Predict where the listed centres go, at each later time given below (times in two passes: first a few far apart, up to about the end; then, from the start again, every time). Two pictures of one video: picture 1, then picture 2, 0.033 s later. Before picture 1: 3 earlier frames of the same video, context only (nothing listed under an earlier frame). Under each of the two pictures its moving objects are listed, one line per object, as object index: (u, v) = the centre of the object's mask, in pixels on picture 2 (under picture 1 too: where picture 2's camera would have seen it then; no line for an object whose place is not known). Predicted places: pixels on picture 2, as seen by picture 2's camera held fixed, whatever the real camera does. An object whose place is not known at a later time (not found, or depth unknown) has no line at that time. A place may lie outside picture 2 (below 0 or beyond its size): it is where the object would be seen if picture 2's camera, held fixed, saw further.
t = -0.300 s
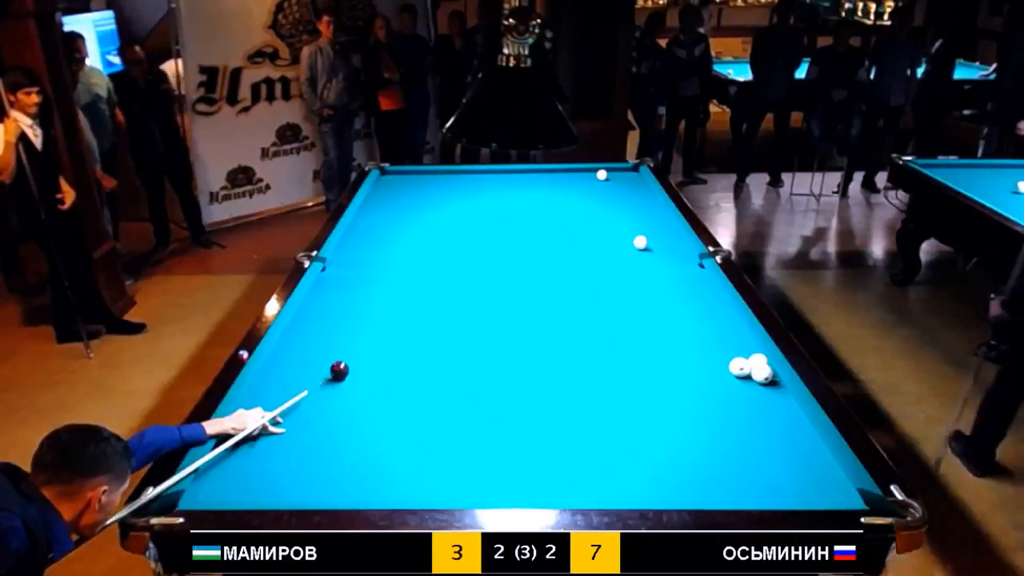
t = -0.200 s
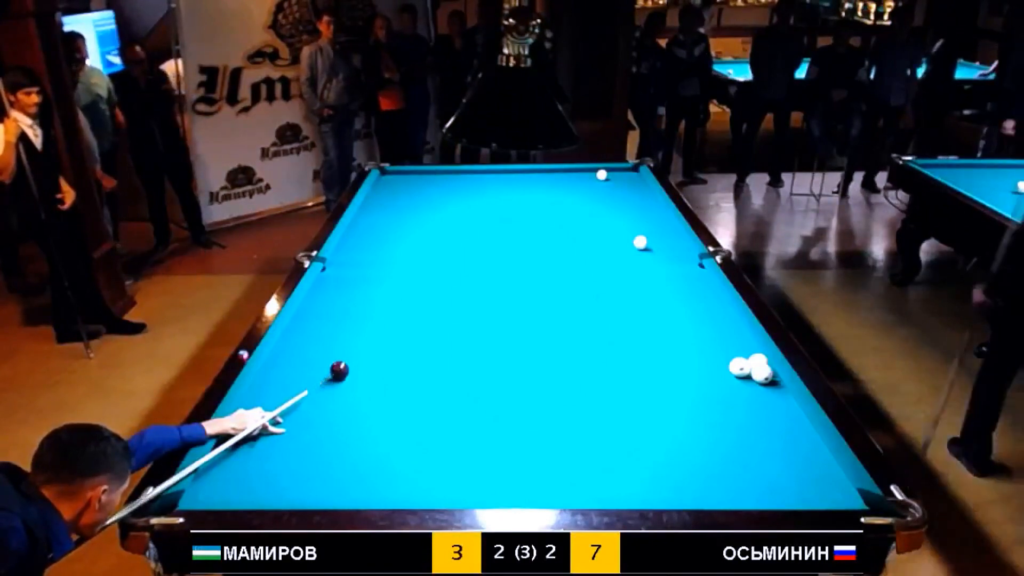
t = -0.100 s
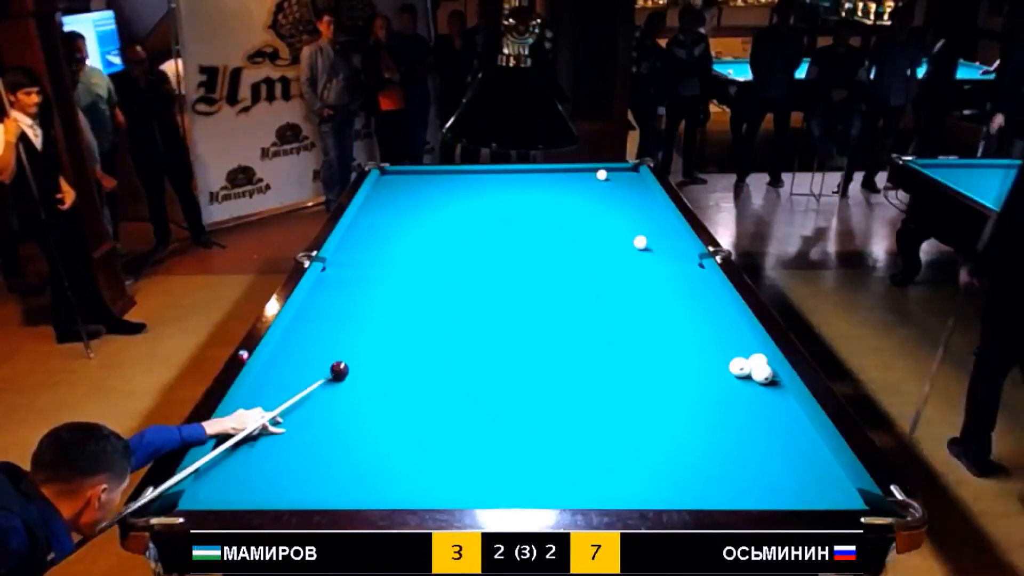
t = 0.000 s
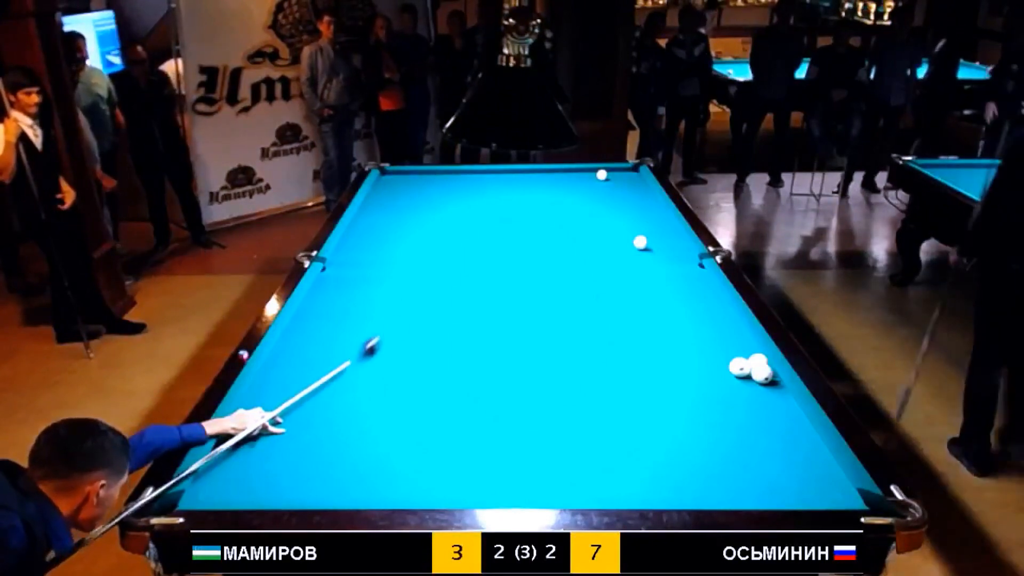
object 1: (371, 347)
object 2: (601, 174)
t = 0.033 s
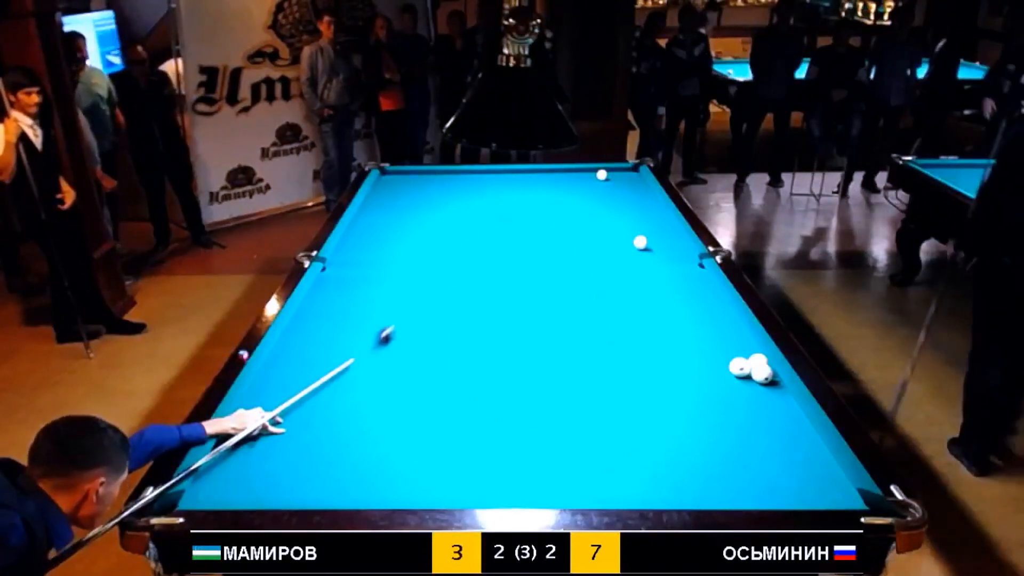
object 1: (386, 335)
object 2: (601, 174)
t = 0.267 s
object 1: (461, 279)
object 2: (601, 174)
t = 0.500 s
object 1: (512, 240)
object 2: (601, 174)
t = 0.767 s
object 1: (557, 206)
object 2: (601, 174)
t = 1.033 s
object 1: (591, 180)
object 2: (601, 174)
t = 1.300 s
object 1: (578, 170)
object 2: (631, 170)
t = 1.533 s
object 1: (573, 176)
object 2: (617, 175)
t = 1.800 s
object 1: (567, 184)
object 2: (602, 182)
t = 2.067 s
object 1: (562, 191)
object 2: (586, 188)
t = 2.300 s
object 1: (556, 198)
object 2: (571, 194)
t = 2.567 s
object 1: (548, 206)
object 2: (558, 200)
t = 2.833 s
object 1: (537, 214)
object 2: (546, 206)
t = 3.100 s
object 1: (526, 223)
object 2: (534, 213)
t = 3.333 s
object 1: (516, 231)
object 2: (523, 219)
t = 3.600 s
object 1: (504, 241)
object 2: (511, 225)
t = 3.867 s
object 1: (492, 252)
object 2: (499, 231)
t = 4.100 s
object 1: (480, 262)
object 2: (488, 236)
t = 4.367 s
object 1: (467, 273)
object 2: (476, 243)
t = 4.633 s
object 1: (453, 284)
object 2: (464, 249)
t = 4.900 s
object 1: (439, 296)
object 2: (452, 255)
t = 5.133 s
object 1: (426, 308)
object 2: (442, 261)
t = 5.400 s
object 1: (411, 321)
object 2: (430, 267)
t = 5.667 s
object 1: (395, 334)
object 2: (419, 273)
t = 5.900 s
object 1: (380, 346)
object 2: (410, 278)
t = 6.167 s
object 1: (364, 360)
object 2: (399, 284)
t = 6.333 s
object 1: (353, 369)
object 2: (393, 288)
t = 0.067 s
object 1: (399, 325)
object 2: (601, 174)
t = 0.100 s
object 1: (411, 316)
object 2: (601, 174)
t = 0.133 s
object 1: (423, 308)
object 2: (601, 174)
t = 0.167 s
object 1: (434, 300)
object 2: (601, 174)
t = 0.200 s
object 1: (443, 292)
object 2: (601, 174)
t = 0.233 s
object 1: (453, 285)
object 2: (601, 174)
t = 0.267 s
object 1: (461, 279)
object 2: (601, 174)
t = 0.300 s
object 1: (469, 273)
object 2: (601, 174)
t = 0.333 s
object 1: (477, 266)
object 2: (601, 174)
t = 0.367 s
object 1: (485, 261)
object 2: (601, 174)
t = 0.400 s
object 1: (492, 255)
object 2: (601, 174)
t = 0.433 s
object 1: (499, 250)
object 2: (601, 174)
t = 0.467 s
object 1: (505, 245)
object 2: (601, 174)
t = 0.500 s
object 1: (512, 240)
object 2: (601, 174)
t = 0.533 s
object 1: (518, 235)
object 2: (601, 174)
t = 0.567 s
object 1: (524, 230)
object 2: (601, 174)
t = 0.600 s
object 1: (530, 226)
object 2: (601, 174)
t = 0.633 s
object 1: (535, 222)
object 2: (601, 174)
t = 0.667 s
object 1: (541, 218)
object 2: (601, 174)
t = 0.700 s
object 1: (546, 214)
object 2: (601, 174)
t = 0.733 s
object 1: (552, 210)
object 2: (601, 174)
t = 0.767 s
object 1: (557, 206)
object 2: (601, 174)
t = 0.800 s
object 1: (561, 203)
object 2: (601, 174)
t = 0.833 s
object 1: (566, 199)
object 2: (601, 174)
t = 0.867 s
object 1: (571, 196)
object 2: (601, 174)
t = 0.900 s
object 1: (575, 192)
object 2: (601, 174)
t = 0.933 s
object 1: (580, 189)
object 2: (601, 174)
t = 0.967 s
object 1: (584, 186)
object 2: (601, 174)
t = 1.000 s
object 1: (588, 183)
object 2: (601, 174)
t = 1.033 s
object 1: (591, 180)
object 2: (601, 174)
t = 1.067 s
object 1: (593, 177)
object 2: (604, 173)
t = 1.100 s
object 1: (591, 176)
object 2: (610, 172)
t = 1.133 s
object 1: (588, 175)
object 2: (616, 171)
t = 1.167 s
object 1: (585, 174)
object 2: (622, 169)
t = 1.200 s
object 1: (583, 174)
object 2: (628, 168)
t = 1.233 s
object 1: (581, 172)
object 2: (632, 168)
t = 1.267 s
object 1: (579, 170)
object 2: (632, 169)
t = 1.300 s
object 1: (578, 170)
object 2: (631, 170)
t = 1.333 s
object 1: (577, 171)
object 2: (629, 171)
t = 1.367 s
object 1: (576, 172)
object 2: (627, 172)
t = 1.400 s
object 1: (576, 173)
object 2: (625, 172)
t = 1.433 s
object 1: (575, 174)
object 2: (623, 173)
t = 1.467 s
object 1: (574, 174)
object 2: (621, 174)
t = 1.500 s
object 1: (574, 175)
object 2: (619, 175)
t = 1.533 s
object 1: (573, 176)
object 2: (617, 175)
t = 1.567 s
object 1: (572, 177)
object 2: (615, 176)
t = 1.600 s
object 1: (572, 178)
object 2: (613, 177)
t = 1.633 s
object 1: (571, 179)
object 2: (611, 178)
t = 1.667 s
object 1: (570, 180)
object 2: (609, 179)
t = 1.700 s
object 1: (570, 181)
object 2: (607, 179)
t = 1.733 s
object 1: (569, 181)
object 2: (605, 180)
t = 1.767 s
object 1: (568, 182)
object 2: (604, 181)
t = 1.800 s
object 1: (567, 184)
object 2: (602, 182)
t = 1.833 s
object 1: (566, 184)
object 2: (599, 182)
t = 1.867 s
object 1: (566, 185)
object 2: (598, 183)
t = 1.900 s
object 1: (565, 186)
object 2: (595, 184)
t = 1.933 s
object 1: (564, 187)
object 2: (594, 185)
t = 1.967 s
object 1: (564, 188)
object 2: (592, 186)
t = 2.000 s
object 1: (563, 189)
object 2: (590, 186)
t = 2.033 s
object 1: (562, 190)
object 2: (588, 187)
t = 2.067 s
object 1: (562, 191)
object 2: (586, 188)
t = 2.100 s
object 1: (561, 192)
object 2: (583, 189)
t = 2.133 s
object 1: (560, 193)
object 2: (582, 190)
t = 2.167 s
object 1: (559, 194)
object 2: (580, 191)
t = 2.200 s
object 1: (558, 195)
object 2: (578, 192)
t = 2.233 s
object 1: (558, 196)
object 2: (576, 192)
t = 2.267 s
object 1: (557, 197)
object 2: (573, 193)
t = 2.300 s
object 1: (556, 198)
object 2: (571, 194)
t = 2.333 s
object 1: (555, 198)
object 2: (569, 195)
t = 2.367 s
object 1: (555, 199)
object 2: (567, 196)
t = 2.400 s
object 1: (554, 200)
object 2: (565, 196)
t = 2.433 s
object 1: (553, 201)
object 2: (563, 197)
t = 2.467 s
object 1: (552, 203)
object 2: (562, 198)
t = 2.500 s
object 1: (551, 204)
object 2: (561, 199)
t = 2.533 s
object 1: (549, 205)
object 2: (559, 199)
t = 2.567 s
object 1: (548, 206)
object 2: (558, 200)
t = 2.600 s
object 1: (547, 207)
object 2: (556, 200)
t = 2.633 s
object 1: (545, 208)
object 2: (554, 202)
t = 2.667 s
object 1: (544, 209)
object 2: (553, 202)
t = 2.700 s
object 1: (543, 210)
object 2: (552, 203)
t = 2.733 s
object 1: (541, 211)
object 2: (550, 204)
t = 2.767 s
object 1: (540, 212)
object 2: (549, 205)
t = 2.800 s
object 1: (538, 213)
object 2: (547, 206)
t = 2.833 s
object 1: (537, 214)
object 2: (546, 206)
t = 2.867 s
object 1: (536, 216)
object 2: (544, 207)
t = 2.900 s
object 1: (534, 216)
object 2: (543, 208)
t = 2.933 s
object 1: (533, 217)
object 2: (541, 209)
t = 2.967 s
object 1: (532, 219)
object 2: (540, 210)
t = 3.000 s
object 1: (530, 220)
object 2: (538, 211)
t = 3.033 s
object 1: (529, 221)
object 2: (536, 211)
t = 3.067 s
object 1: (528, 222)
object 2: (535, 212)
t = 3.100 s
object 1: (526, 223)
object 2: (534, 213)
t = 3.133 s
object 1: (525, 225)
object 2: (532, 214)
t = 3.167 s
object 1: (523, 226)
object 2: (531, 215)
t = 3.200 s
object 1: (522, 227)
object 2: (529, 215)
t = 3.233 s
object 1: (521, 228)
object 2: (527, 216)
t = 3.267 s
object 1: (519, 229)
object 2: (526, 217)
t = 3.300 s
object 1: (518, 230)
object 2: (524, 218)
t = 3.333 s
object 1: (516, 231)
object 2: (523, 219)
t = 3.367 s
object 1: (515, 233)
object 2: (521, 219)
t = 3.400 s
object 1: (513, 234)
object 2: (520, 220)
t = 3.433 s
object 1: (512, 235)
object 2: (518, 221)
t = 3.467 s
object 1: (510, 236)
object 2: (517, 222)
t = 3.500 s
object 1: (509, 238)
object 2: (515, 223)
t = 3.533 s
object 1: (507, 239)
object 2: (514, 223)
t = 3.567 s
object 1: (505, 240)
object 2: (513, 224)
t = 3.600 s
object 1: (504, 241)
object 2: (511, 225)
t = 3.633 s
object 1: (503, 242)
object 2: (510, 226)
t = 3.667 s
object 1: (501, 244)
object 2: (508, 227)
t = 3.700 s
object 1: (499, 245)
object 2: (507, 227)
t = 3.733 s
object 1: (498, 246)
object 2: (505, 228)
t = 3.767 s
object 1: (496, 248)
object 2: (503, 229)
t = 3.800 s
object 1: (495, 249)
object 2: (502, 229)
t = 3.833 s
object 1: (493, 251)
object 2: (500, 230)
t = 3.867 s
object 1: (492, 252)
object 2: (499, 231)
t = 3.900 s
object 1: (490, 253)
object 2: (497, 232)
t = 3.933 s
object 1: (488, 254)
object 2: (496, 232)
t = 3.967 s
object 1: (487, 256)
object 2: (494, 233)
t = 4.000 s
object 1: (485, 257)
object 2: (493, 234)
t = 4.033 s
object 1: (484, 259)
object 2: (491, 235)
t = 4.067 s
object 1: (482, 260)
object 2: (490, 235)
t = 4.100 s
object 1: (480, 262)
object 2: (488, 236)
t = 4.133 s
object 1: (479, 263)
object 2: (487, 237)
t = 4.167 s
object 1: (477, 264)
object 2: (485, 238)
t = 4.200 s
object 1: (475, 265)
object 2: (484, 239)
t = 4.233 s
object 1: (474, 267)
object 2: (482, 240)
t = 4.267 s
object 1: (472, 268)
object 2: (481, 240)
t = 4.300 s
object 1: (470, 270)
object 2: (479, 241)
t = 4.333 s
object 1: (469, 271)
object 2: (478, 242)
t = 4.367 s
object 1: (467, 273)
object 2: (476, 243)
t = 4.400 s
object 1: (465, 274)
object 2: (474, 243)
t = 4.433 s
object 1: (464, 276)
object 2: (473, 244)
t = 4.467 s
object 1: (462, 277)
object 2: (472, 245)
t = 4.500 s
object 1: (460, 279)
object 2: (470, 246)
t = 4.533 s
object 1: (458, 280)
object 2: (469, 247)
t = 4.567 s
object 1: (457, 282)
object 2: (467, 247)
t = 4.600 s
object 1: (455, 283)
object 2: (466, 248)
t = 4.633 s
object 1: (453, 284)
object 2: (464, 249)
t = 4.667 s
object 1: (451, 286)
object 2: (463, 250)
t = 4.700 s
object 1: (450, 287)
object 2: (461, 251)
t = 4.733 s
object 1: (448, 289)
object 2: (459, 251)
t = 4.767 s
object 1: (446, 290)
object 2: (458, 252)
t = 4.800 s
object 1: (444, 292)
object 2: (457, 253)
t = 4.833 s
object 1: (443, 294)
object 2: (455, 254)
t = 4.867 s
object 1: (441, 295)
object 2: (453, 255)
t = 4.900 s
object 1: (439, 296)
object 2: (452, 255)
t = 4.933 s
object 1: (437, 298)
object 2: (451, 256)
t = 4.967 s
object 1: (435, 300)
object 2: (449, 257)
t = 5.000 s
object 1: (433, 301)
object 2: (448, 258)
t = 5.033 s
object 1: (431, 303)
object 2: (446, 259)
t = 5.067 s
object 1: (430, 305)
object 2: (445, 260)
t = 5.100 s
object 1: (428, 306)
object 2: (443, 260)
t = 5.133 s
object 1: (426, 308)
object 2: (442, 261)
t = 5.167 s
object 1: (424, 309)
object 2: (440, 262)
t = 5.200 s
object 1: (422, 311)
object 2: (439, 262)
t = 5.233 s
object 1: (420, 312)
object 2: (438, 263)
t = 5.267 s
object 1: (418, 314)
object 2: (436, 264)
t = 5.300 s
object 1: (417, 316)
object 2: (435, 265)
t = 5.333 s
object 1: (414, 318)
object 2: (433, 266)
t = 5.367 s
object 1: (412, 319)
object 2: (432, 266)
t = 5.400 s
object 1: (411, 321)
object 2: (430, 267)
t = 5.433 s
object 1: (408, 322)
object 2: (429, 268)
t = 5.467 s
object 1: (407, 324)
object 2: (427, 269)
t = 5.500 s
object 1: (405, 326)
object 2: (426, 269)
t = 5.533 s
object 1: (403, 327)
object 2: (425, 271)
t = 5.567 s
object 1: (401, 329)
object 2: (423, 271)
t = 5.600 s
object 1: (399, 330)
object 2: (422, 272)
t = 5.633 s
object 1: (397, 332)
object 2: (420, 272)
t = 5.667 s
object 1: (395, 334)
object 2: (419, 273)
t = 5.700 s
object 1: (393, 336)
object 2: (418, 274)
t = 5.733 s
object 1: (391, 337)
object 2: (417, 275)
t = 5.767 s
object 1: (389, 339)
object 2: (415, 275)
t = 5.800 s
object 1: (386, 341)
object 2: (414, 276)
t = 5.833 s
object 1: (384, 343)
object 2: (412, 277)
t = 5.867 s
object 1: (382, 344)
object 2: (411, 278)
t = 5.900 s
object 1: (380, 346)
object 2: (410, 278)
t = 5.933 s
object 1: (378, 348)
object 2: (408, 279)
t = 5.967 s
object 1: (376, 349)
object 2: (407, 280)
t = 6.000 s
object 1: (374, 351)
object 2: (405, 281)
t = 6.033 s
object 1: (372, 353)
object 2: (404, 281)
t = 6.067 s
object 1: (370, 354)
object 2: (403, 282)
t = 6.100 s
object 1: (368, 356)
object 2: (401, 283)
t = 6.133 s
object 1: (366, 358)
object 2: (400, 284)
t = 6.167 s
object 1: (364, 360)
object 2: (399, 284)
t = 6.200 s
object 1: (361, 362)
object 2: (398, 285)
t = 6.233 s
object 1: (359, 364)
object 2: (396, 286)
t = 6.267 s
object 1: (357, 366)
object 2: (395, 286)
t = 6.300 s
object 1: (355, 367)
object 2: (394, 287)
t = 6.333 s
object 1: (353, 369)
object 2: (393, 288)
